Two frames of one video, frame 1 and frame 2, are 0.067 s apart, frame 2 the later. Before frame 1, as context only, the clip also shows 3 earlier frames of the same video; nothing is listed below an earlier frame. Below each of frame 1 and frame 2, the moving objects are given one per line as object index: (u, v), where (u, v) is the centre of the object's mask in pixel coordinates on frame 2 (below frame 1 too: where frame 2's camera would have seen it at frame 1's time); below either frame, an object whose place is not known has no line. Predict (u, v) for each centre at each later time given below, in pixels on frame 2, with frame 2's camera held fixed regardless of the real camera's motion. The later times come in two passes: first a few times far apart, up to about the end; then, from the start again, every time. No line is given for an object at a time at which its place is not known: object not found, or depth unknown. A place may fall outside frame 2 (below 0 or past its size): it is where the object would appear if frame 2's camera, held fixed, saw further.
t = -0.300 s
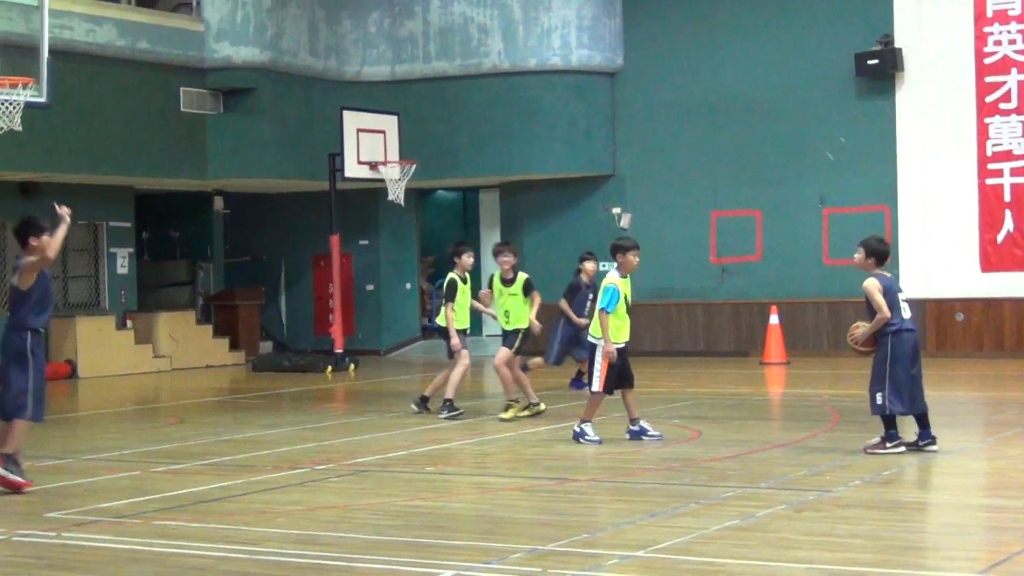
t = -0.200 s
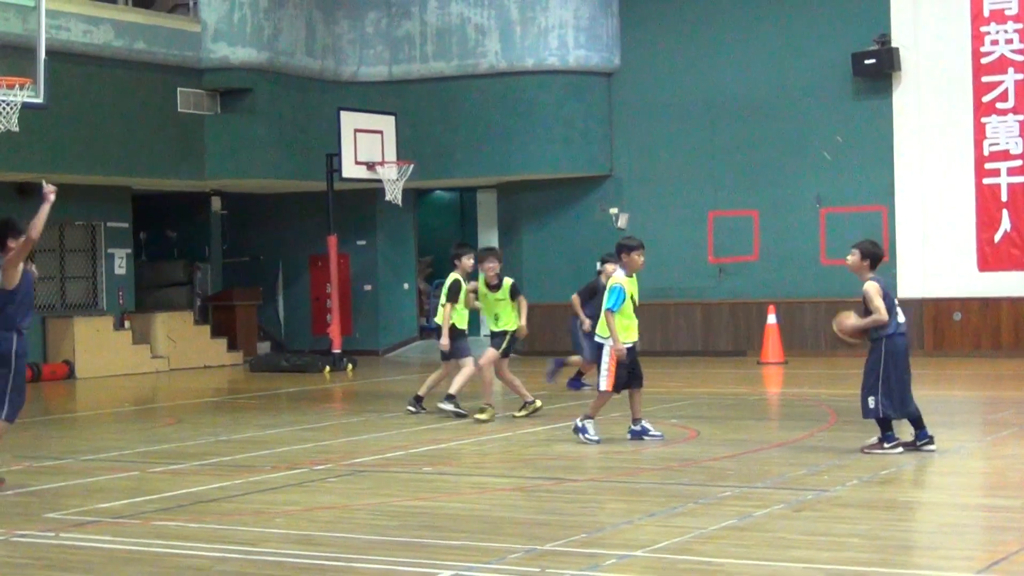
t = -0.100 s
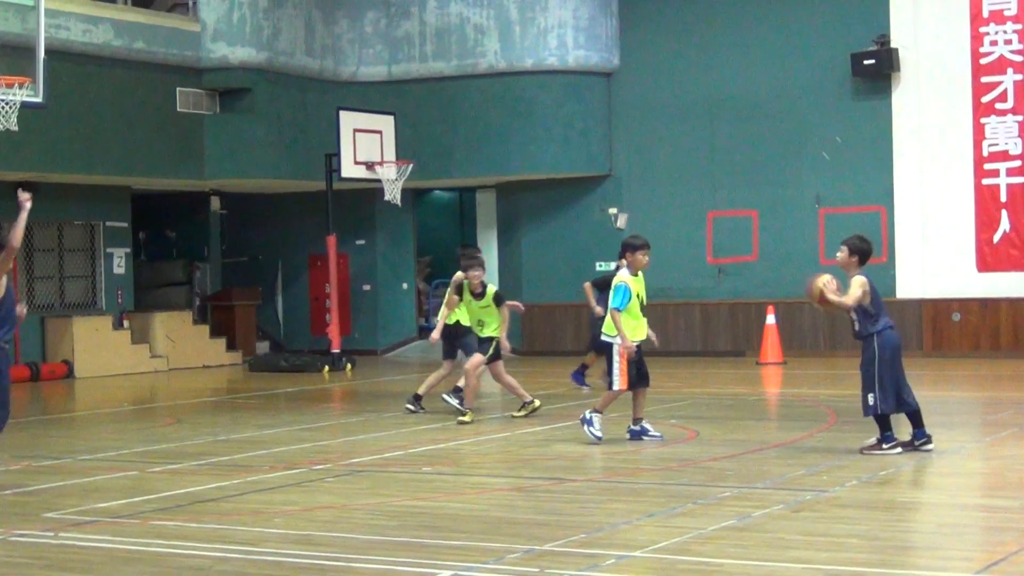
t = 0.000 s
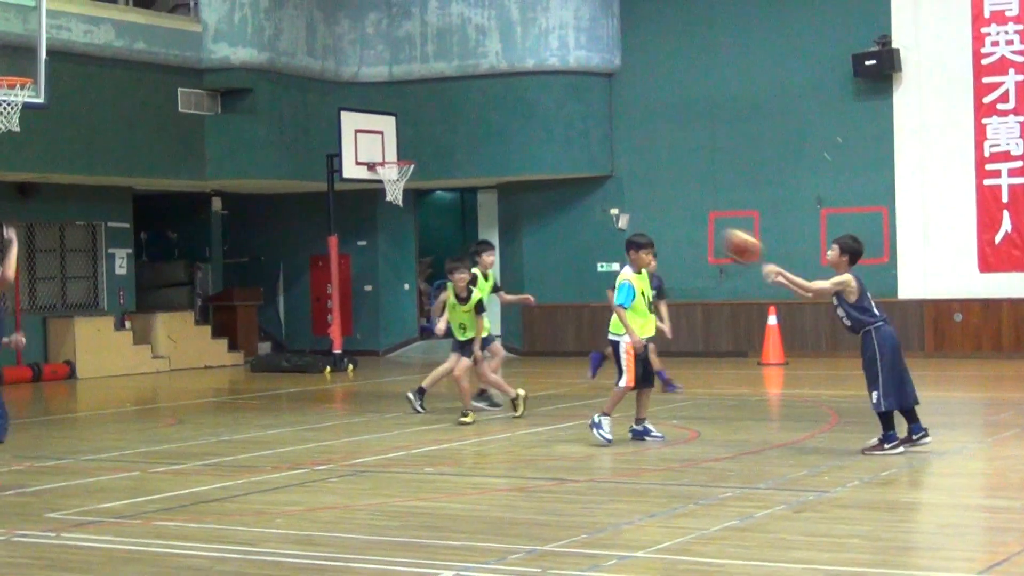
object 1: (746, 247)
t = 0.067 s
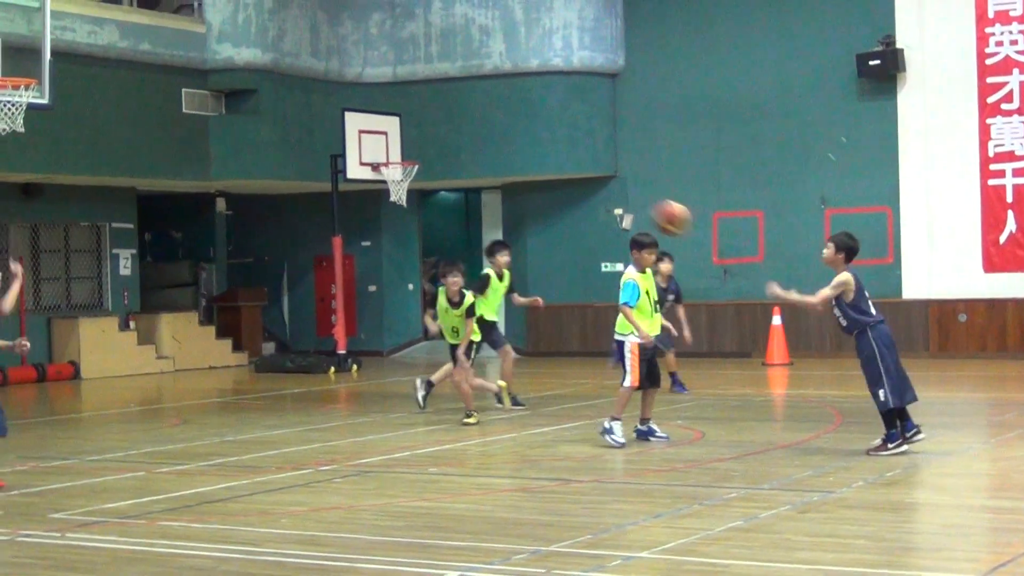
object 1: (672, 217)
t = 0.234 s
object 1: (494, 175)
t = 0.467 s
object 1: (263, 186)
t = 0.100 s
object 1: (636, 204)
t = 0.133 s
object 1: (600, 194)
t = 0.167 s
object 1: (564, 186)
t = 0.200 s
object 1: (530, 180)
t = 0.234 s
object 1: (494, 175)
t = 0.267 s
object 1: (461, 172)
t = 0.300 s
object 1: (427, 168)
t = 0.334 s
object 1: (390, 168)
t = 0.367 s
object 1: (357, 170)
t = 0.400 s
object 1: (326, 174)
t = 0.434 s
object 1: (294, 179)
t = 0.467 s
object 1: (263, 186)
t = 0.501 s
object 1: (230, 194)
